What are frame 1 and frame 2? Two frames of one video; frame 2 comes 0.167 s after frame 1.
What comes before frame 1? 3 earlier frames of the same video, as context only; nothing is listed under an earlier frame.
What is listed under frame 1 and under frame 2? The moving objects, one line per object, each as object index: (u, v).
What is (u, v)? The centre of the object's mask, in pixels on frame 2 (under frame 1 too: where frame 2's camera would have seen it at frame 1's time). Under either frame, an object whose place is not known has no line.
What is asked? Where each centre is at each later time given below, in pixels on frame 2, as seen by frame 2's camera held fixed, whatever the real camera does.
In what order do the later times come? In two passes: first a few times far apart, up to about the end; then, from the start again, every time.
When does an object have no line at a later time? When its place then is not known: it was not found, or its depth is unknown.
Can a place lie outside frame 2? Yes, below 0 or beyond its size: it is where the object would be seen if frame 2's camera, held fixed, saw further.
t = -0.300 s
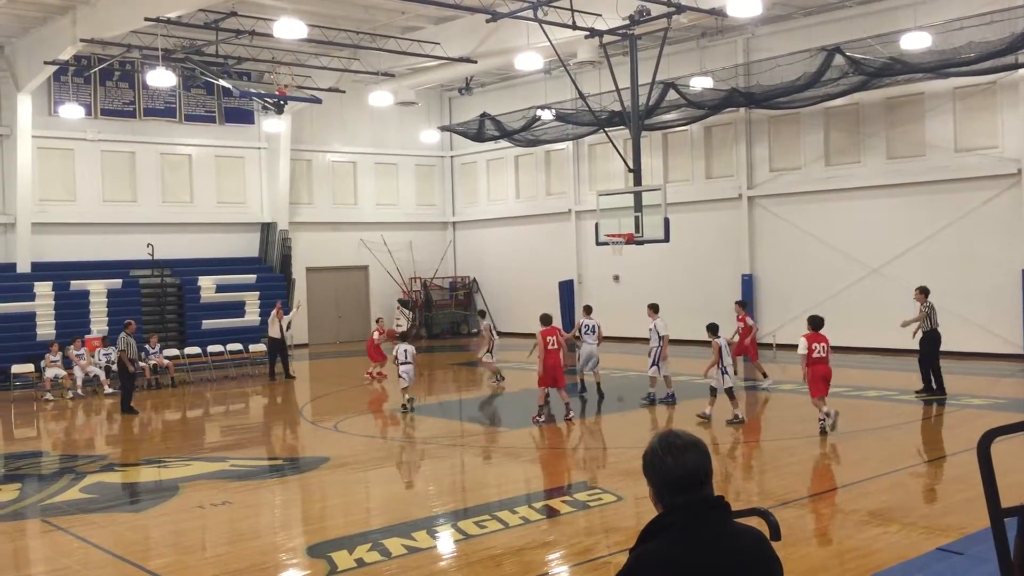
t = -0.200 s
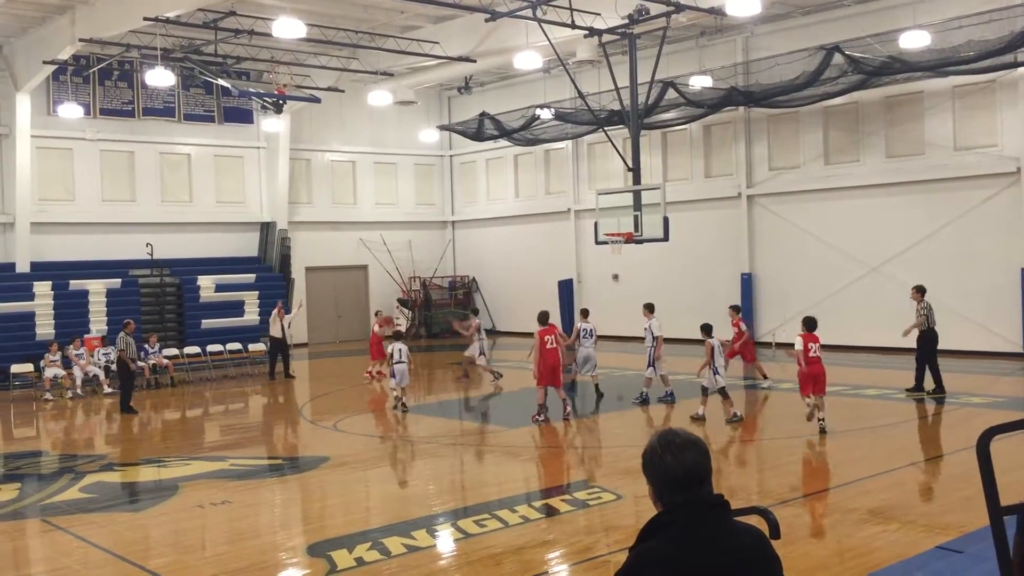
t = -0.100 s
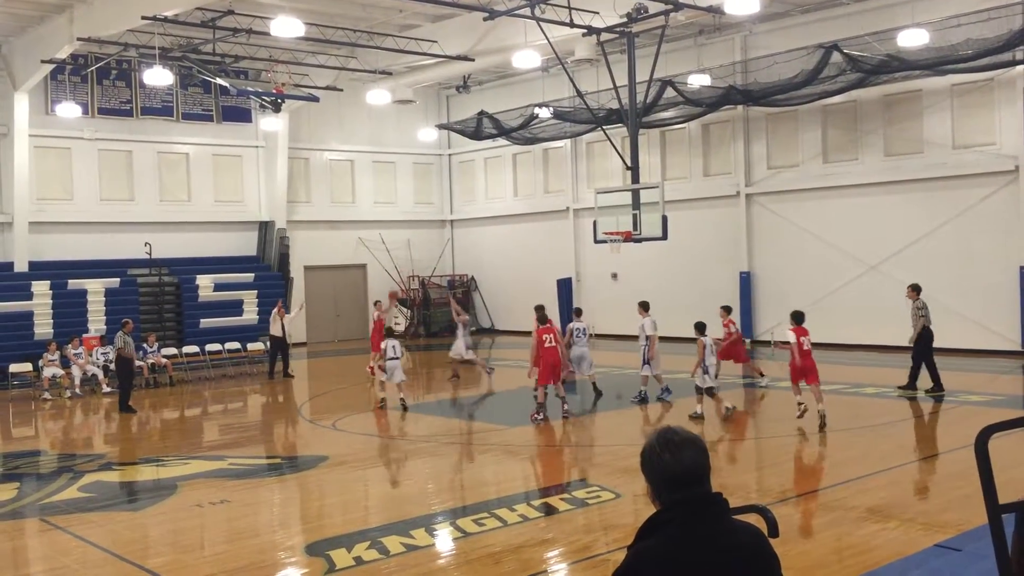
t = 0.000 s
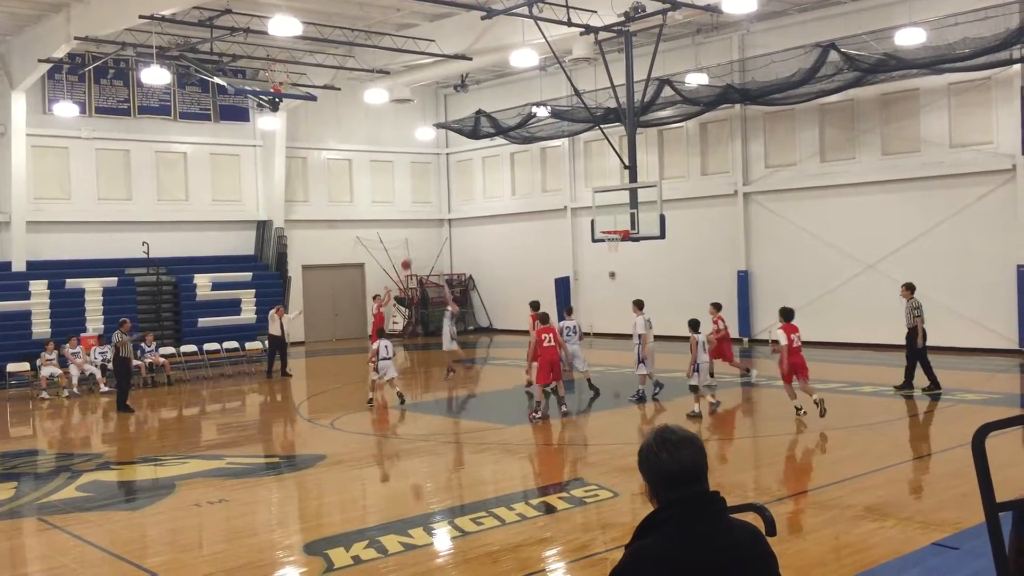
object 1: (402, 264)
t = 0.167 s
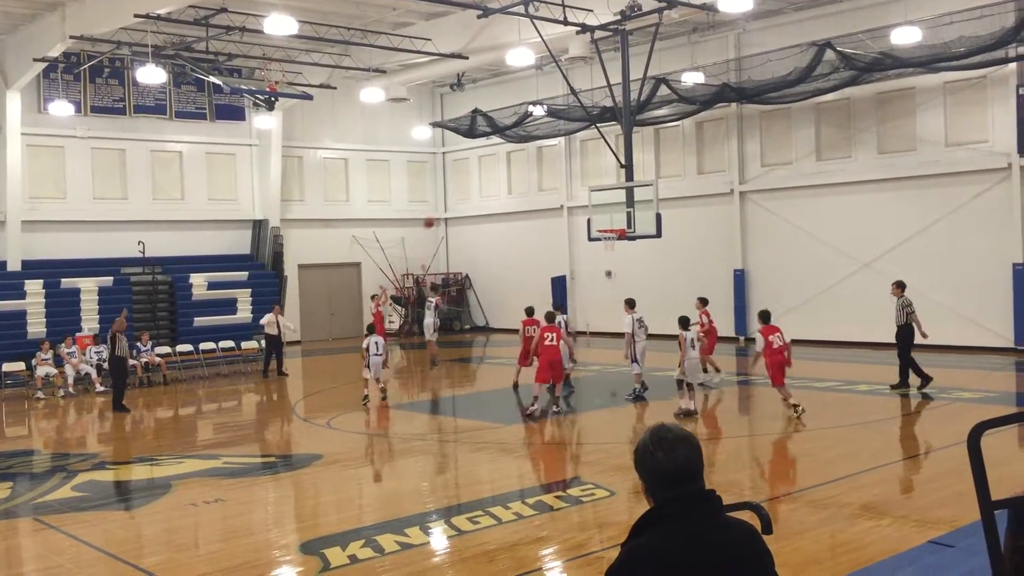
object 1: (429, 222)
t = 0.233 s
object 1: (439, 209)
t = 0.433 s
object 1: (473, 179)
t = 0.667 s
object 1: (517, 166)
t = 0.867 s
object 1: (557, 174)
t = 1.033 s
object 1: (591, 197)
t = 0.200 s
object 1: (434, 216)
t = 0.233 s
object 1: (439, 209)
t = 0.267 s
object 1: (445, 203)
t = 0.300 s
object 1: (451, 197)
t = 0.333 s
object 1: (456, 192)
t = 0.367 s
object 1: (462, 187)
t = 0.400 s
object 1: (467, 183)
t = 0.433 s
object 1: (473, 179)
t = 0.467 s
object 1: (479, 175)
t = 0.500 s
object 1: (485, 173)
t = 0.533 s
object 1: (491, 170)
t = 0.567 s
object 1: (497, 168)
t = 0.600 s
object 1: (504, 167)
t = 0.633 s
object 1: (510, 166)
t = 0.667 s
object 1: (517, 166)
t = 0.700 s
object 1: (523, 166)
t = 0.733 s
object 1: (529, 166)
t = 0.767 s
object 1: (536, 167)
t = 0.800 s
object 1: (543, 169)
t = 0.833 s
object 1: (549, 172)
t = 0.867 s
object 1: (557, 174)
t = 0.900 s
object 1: (563, 178)
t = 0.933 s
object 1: (570, 182)
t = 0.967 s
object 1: (578, 186)
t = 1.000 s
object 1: (584, 191)
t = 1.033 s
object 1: (591, 197)
